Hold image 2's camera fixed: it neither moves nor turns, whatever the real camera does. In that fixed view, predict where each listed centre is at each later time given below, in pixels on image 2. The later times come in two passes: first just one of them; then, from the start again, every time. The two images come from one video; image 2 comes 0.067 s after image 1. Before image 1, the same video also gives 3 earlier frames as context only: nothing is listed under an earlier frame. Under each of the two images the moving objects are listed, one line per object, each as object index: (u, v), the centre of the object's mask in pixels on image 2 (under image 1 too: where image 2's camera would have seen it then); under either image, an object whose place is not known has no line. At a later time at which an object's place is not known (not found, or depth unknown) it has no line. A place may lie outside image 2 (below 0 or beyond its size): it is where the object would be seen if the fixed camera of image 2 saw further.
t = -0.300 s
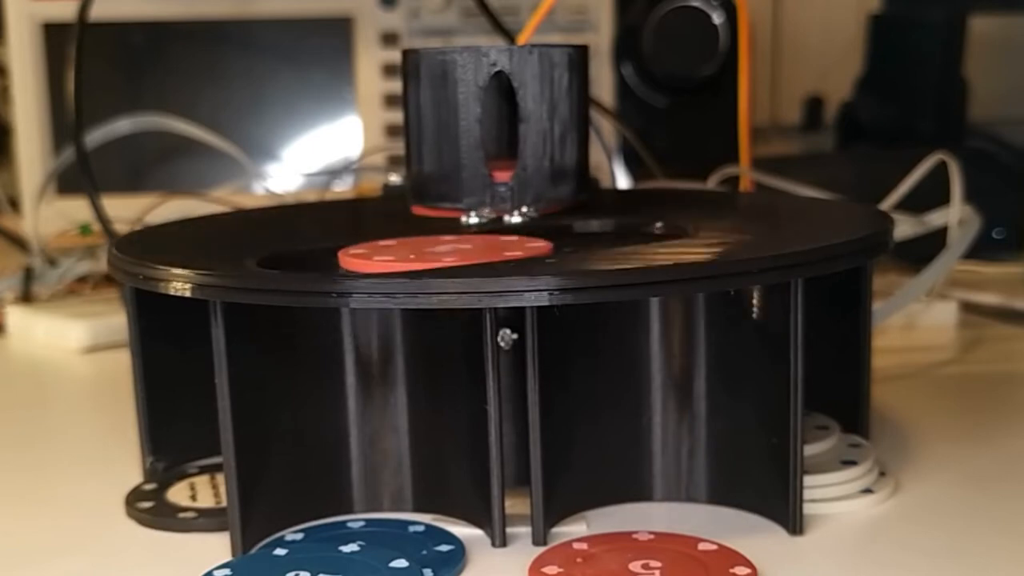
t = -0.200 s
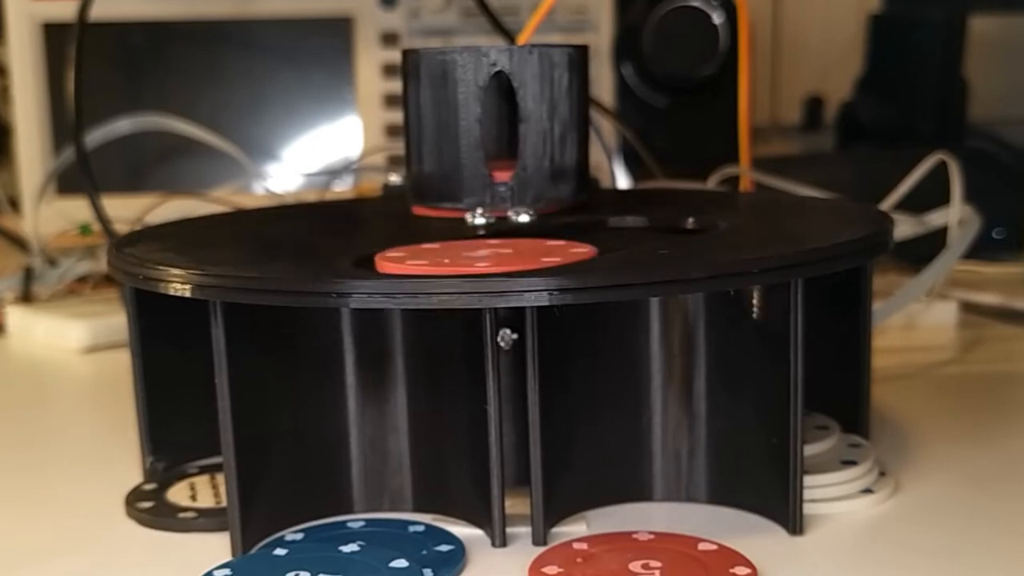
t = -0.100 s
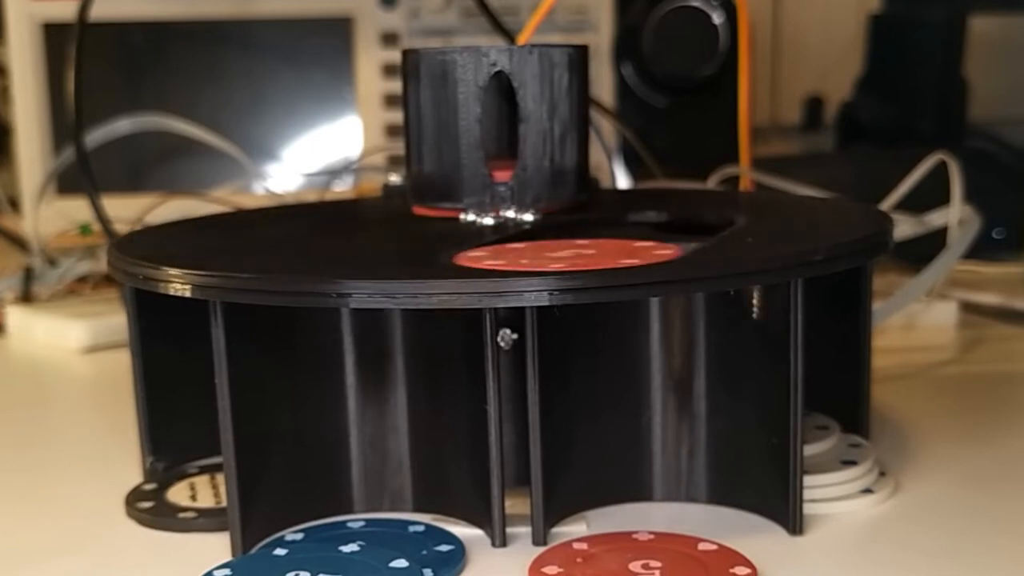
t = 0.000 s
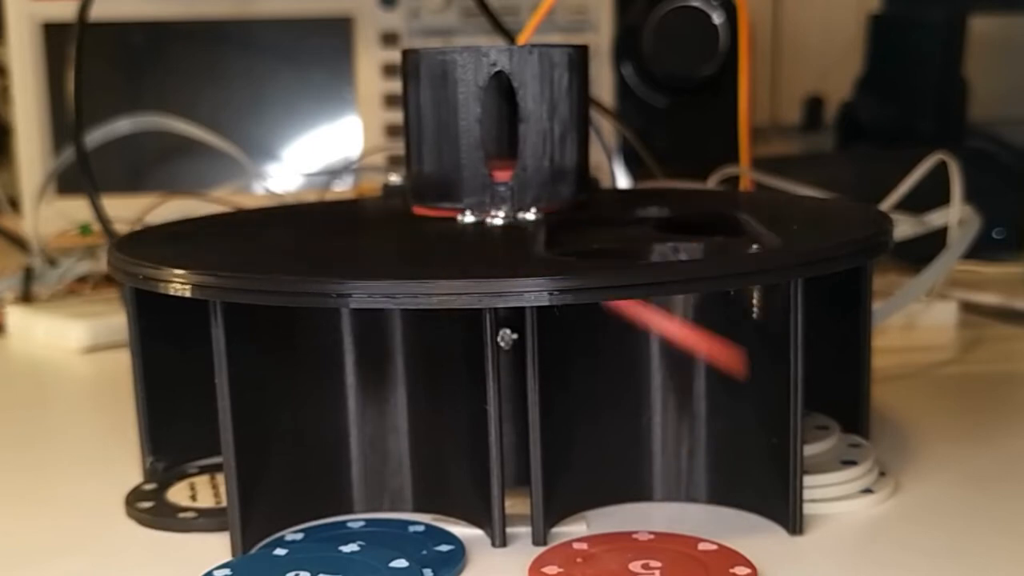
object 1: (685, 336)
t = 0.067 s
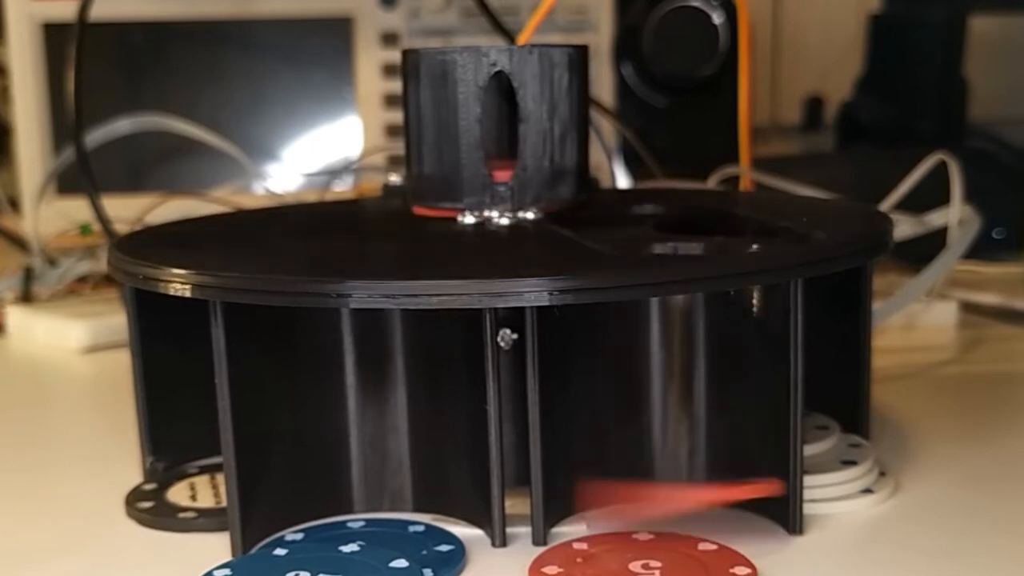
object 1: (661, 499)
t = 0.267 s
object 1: (705, 514)
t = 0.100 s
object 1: (655, 514)
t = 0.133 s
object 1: (661, 486)
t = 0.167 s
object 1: (664, 516)
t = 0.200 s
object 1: (661, 530)
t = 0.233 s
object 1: (692, 502)
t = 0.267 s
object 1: (705, 514)
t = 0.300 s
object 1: (702, 535)
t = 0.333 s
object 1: (696, 522)
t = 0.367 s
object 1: (690, 534)
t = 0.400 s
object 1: (689, 531)
